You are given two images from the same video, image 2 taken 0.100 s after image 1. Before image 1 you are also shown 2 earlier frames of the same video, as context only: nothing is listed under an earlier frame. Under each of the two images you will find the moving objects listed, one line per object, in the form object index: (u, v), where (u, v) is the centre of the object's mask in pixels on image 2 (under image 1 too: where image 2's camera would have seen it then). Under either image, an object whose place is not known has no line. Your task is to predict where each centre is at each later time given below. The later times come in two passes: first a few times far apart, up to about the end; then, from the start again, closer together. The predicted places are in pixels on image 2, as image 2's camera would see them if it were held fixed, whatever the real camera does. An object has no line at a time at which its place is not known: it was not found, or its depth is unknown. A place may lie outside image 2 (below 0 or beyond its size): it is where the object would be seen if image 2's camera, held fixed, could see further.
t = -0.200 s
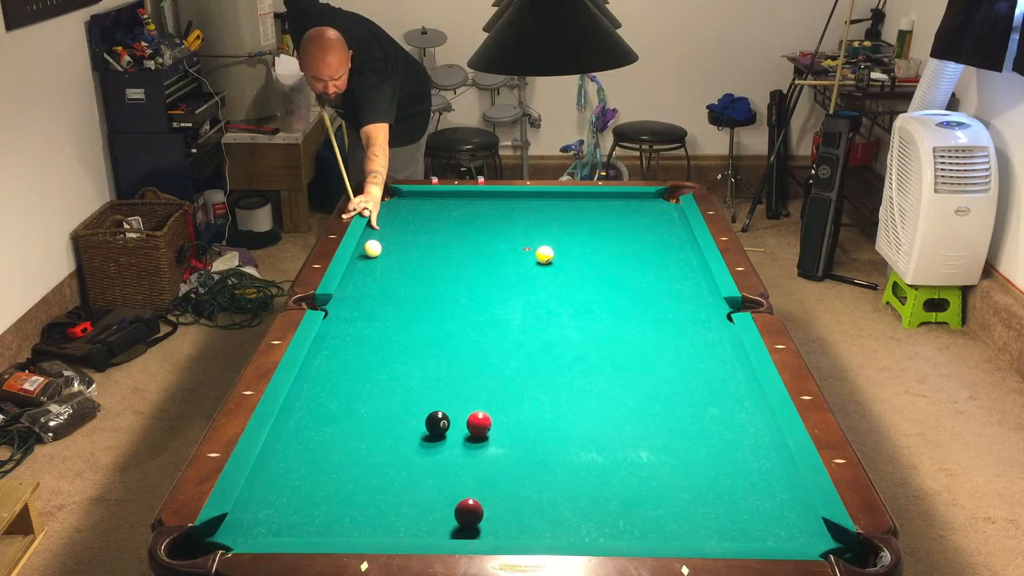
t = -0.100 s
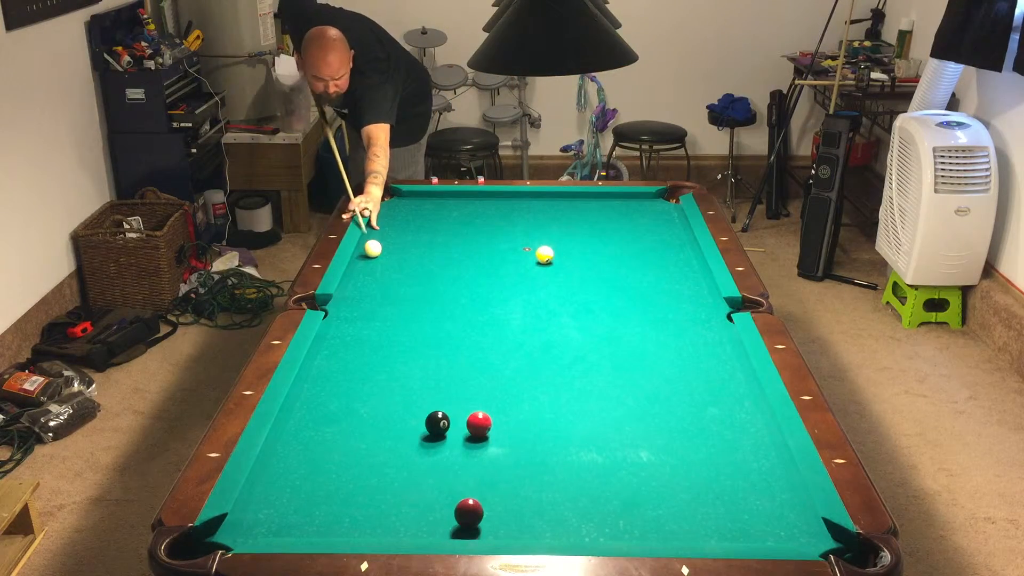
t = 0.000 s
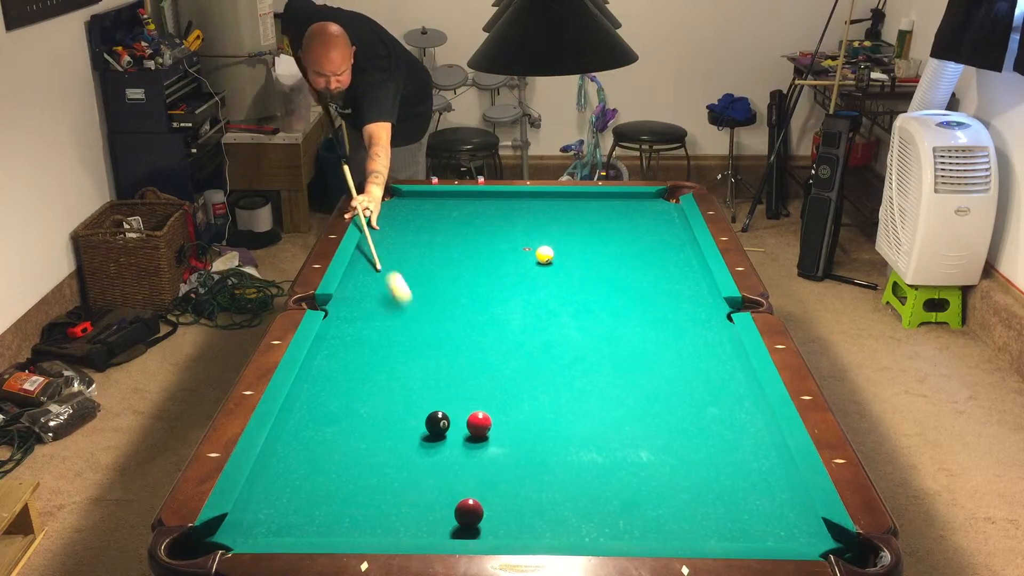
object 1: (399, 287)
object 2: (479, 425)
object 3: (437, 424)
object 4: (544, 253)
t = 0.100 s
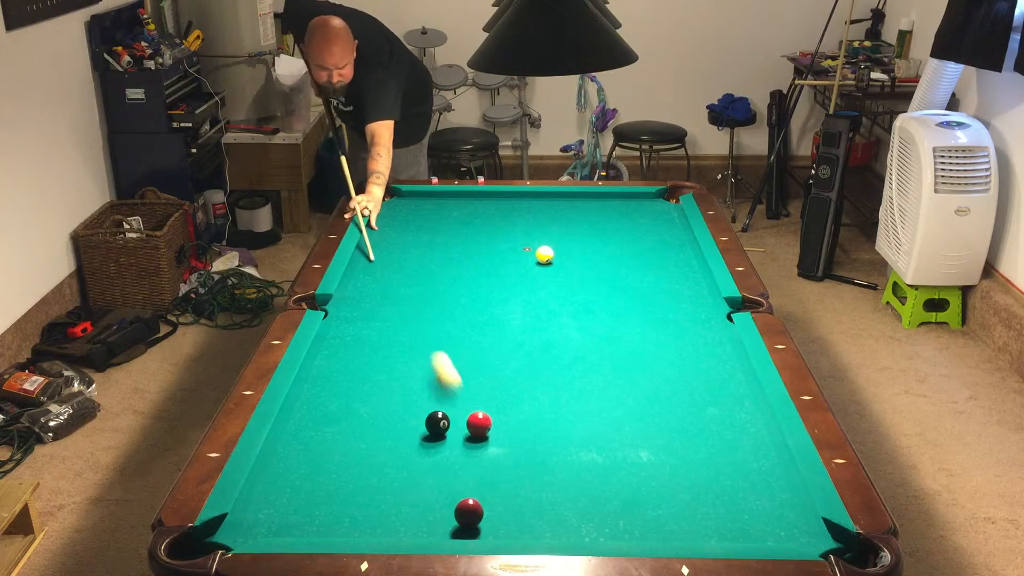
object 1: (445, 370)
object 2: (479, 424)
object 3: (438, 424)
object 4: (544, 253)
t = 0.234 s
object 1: (459, 415)
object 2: (591, 521)
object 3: (410, 433)
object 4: (544, 253)
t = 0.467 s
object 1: (446, 394)
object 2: (688, 414)
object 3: (335, 460)
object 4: (544, 253)
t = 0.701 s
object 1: (433, 373)
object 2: (721, 334)
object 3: (256, 489)
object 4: (544, 253)
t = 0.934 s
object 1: (422, 354)
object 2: (657, 278)
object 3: (286, 511)
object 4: (544, 253)
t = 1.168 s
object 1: (413, 337)
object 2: (608, 236)
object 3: (319, 527)
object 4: (544, 253)
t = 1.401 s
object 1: (405, 322)
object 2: (569, 201)
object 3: (358, 523)
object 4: (544, 253)
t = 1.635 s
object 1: (398, 309)
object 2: (516, 209)
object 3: (395, 511)
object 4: (544, 253)
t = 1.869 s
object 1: (392, 297)
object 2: (455, 228)
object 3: (429, 502)
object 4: (544, 253)
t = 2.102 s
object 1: (388, 286)
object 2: (387, 249)
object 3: (459, 490)
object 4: (544, 253)
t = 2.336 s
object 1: (383, 278)
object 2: (378, 266)
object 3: (487, 484)
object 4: (544, 253)
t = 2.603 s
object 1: (380, 293)
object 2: (414, 265)
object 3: (516, 475)
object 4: (544, 253)
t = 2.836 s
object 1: (377, 305)
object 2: (442, 262)
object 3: (538, 468)
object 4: (544, 253)
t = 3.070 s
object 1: (374, 317)
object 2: (467, 259)
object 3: (558, 463)
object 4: (544, 253)
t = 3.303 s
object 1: (373, 329)
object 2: (491, 257)
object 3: (576, 457)
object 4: (544, 253)
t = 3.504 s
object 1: (372, 339)
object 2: (510, 255)
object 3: (589, 453)
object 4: (544, 253)
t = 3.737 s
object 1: (371, 350)
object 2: (529, 252)
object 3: (603, 449)
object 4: (545, 253)
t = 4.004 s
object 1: (371, 363)
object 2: (539, 247)
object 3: (616, 445)
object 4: (552, 256)
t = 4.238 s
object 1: (371, 374)
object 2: (547, 244)
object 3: (626, 442)
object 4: (556, 256)
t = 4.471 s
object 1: (371, 384)
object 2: (554, 241)
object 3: (634, 440)
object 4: (560, 257)
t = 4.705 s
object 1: (371, 393)
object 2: (560, 239)
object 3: (640, 438)
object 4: (562, 257)
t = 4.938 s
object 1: (372, 401)
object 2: (566, 237)
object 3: (644, 437)
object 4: (563, 257)
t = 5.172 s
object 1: (372, 408)
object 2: (570, 236)
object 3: (647, 436)
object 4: (563, 257)
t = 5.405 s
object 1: (374, 414)
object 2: (573, 235)
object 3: (647, 436)
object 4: (563, 257)
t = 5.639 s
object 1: (375, 419)
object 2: (576, 235)
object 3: (647, 436)
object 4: (563, 257)
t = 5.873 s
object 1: (376, 422)
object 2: (576, 234)
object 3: (647, 436)
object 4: (563, 257)
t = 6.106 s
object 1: (377, 424)
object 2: (576, 234)
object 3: (647, 436)
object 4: (563, 257)
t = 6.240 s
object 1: (377, 425)
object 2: (576, 234)
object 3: (647, 436)
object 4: (563, 257)
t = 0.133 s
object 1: (462, 401)
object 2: (479, 424)
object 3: (438, 424)
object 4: (544, 253)
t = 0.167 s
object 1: (460, 416)
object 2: (509, 446)
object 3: (434, 424)
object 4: (544, 253)
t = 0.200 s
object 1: (460, 416)
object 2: (548, 483)
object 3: (422, 428)
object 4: (544, 253)
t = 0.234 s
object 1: (459, 415)
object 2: (591, 521)
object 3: (410, 433)
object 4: (544, 253)
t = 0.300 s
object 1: (456, 411)
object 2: (634, 499)
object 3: (389, 441)
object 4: (544, 253)
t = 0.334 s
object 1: (454, 408)
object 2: (647, 479)
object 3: (378, 445)
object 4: (544, 253)
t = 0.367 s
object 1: (452, 404)
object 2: (659, 460)
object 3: (367, 449)
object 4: (544, 253)
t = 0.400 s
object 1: (450, 401)
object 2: (669, 443)
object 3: (357, 453)
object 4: (544, 253)
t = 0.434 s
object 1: (448, 398)
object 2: (679, 428)
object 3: (346, 456)
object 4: (544, 253)
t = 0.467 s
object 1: (446, 394)
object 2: (688, 414)
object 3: (335, 460)
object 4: (544, 253)
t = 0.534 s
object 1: (442, 388)
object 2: (704, 388)
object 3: (313, 468)
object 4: (544, 253)
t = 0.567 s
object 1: (440, 385)
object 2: (711, 376)
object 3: (302, 472)
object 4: (544, 253)
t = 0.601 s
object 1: (438, 381)
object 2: (719, 365)
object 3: (291, 476)
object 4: (544, 253)
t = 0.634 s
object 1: (437, 378)
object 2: (726, 354)
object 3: (279, 481)
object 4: (544, 253)
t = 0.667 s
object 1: (435, 375)
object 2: (731, 344)
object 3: (267, 485)
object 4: (544, 253)
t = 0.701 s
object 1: (433, 373)
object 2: (721, 334)
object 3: (256, 489)
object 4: (544, 253)
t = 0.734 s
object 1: (432, 370)
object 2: (711, 325)
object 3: (258, 492)
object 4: (544, 253)
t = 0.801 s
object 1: (428, 364)
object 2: (691, 308)
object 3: (267, 498)
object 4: (544, 253)
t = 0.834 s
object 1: (427, 362)
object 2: (682, 300)
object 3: (272, 502)
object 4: (544, 253)
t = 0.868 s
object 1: (425, 359)
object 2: (674, 293)
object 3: (277, 504)
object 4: (544, 253)
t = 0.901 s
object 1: (424, 356)
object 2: (665, 286)
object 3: (281, 508)
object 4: (544, 253)
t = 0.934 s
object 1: (422, 354)
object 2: (657, 278)
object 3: (286, 511)
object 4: (544, 253)
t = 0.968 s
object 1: (421, 351)
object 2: (650, 272)
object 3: (290, 514)
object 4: (544, 253)
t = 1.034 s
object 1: (418, 346)
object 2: (635, 258)
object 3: (300, 519)
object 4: (544, 253)
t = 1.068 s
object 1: (417, 344)
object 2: (628, 253)
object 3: (305, 522)
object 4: (544, 253)
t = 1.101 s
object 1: (416, 341)
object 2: (621, 247)
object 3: (309, 524)
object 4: (544, 253)
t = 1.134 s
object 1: (414, 339)
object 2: (615, 241)
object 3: (314, 526)
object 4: (544, 253)
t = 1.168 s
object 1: (413, 337)
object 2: (608, 236)
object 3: (319, 527)
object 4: (544, 253)
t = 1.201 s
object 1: (412, 334)
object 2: (602, 230)
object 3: (324, 529)
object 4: (544, 253)
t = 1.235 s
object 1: (411, 332)
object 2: (597, 225)
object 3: (330, 528)
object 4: (544, 253)
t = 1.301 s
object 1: (408, 328)
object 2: (585, 215)
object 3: (341, 526)
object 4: (544, 253)
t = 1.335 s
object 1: (407, 326)
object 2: (579, 210)
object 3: (347, 525)
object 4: (544, 253)
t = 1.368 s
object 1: (406, 324)
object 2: (574, 205)
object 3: (353, 524)
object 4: (544, 253)
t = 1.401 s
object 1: (405, 322)
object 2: (569, 201)
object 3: (358, 523)
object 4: (544, 253)
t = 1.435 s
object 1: (404, 320)
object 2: (564, 196)
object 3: (364, 522)
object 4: (544, 253)
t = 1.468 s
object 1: (403, 318)
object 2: (558, 196)
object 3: (369, 520)
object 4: (544, 253)
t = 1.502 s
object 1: (402, 316)
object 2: (549, 199)
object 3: (375, 517)
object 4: (544, 254)
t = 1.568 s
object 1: (400, 312)
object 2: (533, 204)
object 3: (385, 514)
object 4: (544, 254)
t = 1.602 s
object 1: (399, 310)
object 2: (525, 206)
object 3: (390, 513)
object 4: (544, 253)
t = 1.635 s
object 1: (398, 309)
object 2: (516, 209)
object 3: (395, 511)
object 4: (544, 253)
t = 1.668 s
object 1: (397, 307)
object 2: (508, 211)
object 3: (400, 510)
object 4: (544, 253)
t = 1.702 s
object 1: (397, 305)
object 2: (499, 214)
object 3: (405, 509)
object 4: (544, 253)
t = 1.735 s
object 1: (396, 304)
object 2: (491, 217)
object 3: (410, 508)
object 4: (544, 253)
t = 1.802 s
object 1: (394, 300)
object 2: (473, 222)
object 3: (420, 504)
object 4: (544, 253)
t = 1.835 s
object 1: (393, 299)
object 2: (464, 225)
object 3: (424, 503)
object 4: (544, 253)
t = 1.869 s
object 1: (392, 297)
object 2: (455, 228)
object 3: (429, 502)
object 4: (544, 253)
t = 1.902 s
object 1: (392, 295)
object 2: (446, 231)
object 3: (433, 500)
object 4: (544, 253)
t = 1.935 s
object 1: (391, 294)
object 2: (436, 234)
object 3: (438, 499)
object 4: (544, 254)
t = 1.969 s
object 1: (390, 292)
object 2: (426, 237)
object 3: (442, 497)
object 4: (544, 253)
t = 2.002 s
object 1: (390, 291)
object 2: (417, 240)
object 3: (447, 496)
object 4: (544, 254)
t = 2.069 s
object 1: (388, 288)
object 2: (397, 246)
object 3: (455, 492)
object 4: (544, 253)
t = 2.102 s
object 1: (388, 286)
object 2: (387, 249)
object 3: (459, 490)
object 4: (544, 253)
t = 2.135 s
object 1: (387, 285)
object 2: (377, 252)
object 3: (463, 489)
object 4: (544, 253)
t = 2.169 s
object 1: (386, 284)
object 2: (367, 256)
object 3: (468, 487)
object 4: (544, 253)
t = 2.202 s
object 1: (386, 283)
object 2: (360, 259)
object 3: (472, 487)
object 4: (544, 253)
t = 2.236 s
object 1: (385, 281)
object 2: (366, 262)
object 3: (476, 486)
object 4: (544, 253)
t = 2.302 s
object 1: (384, 279)
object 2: (374, 266)
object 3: (484, 485)
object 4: (544, 253)
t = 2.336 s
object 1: (383, 278)
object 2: (378, 266)
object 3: (487, 484)
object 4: (544, 253)
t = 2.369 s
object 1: (383, 279)
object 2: (385, 266)
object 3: (491, 482)
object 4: (544, 253)
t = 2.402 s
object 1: (382, 282)
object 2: (390, 267)
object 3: (495, 481)
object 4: (544, 253)
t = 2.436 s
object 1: (382, 284)
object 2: (393, 268)
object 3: (498, 480)
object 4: (544, 253)
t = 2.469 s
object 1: (381, 286)
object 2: (398, 267)
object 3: (502, 479)
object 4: (544, 253)
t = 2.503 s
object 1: (381, 287)
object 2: (402, 266)
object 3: (506, 478)
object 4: (544, 253)
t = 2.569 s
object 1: (380, 291)
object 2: (410, 266)
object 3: (513, 476)
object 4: (544, 253)
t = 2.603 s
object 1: (380, 293)
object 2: (414, 265)
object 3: (516, 475)
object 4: (544, 253)
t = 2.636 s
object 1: (379, 294)
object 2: (418, 265)
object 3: (519, 474)
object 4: (544, 253)
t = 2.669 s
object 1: (379, 296)
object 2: (422, 264)
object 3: (523, 473)
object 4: (544, 253)
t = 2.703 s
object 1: (379, 298)
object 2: (426, 264)
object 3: (526, 472)
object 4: (544, 253)
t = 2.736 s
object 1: (378, 300)
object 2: (430, 263)
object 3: (529, 471)
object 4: (544, 253)
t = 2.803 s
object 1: (377, 303)
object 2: (438, 262)
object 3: (535, 469)
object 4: (544, 253)
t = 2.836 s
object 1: (377, 305)
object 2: (442, 262)
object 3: (538, 468)
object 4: (544, 253)
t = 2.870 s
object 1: (377, 307)
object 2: (445, 262)
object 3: (541, 468)
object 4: (544, 253)
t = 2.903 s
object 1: (376, 308)
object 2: (449, 261)
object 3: (544, 467)
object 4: (544, 253)
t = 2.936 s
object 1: (376, 310)
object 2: (453, 261)
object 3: (547, 466)
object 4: (544, 253)
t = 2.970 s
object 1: (375, 312)
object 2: (456, 260)
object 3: (550, 465)
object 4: (544, 253)
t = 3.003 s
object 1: (375, 313)
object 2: (460, 260)
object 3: (552, 464)
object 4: (544, 253)
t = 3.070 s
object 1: (374, 317)
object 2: (467, 259)
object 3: (558, 463)
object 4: (544, 253)
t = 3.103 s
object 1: (374, 318)
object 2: (471, 259)
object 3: (561, 462)
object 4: (544, 253)
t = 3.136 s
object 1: (374, 320)
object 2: (474, 258)
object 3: (563, 461)
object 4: (544, 253)
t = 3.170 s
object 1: (373, 322)
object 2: (478, 258)
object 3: (566, 460)
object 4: (544, 253)
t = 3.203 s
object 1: (373, 324)
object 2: (481, 258)
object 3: (568, 459)
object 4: (544, 253)
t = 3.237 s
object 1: (373, 325)
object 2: (484, 257)
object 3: (571, 458)
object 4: (544, 253)
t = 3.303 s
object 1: (373, 329)
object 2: (491, 257)
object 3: (576, 457)
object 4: (544, 253)
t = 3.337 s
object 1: (372, 330)
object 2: (494, 256)
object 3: (578, 456)
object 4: (544, 253)
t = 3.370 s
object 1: (372, 332)
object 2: (497, 256)
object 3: (580, 456)
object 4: (544, 253)
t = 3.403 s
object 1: (372, 334)
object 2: (500, 256)
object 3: (583, 455)
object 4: (544, 253)
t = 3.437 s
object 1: (372, 336)
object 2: (503, 256)
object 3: (585, 454)
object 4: (544, 253)
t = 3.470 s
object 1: (372, 337)
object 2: (507, 255)
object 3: (587, 454)
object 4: (544, 253)
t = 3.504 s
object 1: (372, 339)
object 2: (510, 255)
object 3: (589, 453)
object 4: (544, 253)
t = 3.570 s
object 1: (371, 342)
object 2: (515, 254)
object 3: (594, 452)
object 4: (544, 253)
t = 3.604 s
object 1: (371, 344)
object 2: (519, 253)
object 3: (596, 451)
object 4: (544, 253)
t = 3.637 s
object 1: (371, 345)
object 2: (521, 253)
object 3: (598, 451)
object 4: (544, 253)
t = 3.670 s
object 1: (371, 347)
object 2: (524, 253)
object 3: (599, 450)
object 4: (544, 253)
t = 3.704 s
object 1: (371, 349)
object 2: (527, 252)
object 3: (601, 450)
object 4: (544, 253)
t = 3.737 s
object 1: (371, 350)
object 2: (529, 252)
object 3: (603, 449)
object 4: (545, 253)
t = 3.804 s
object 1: (371, 354)
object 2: (531, 250)
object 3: (607, 448)
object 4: (547, 254)
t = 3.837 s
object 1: (371, 355)
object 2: (532, 250)
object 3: (608, 447)
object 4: (548, 254)
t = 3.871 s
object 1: (371, 357)
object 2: (534, 249)
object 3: (610, 447)
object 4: (549, 254)
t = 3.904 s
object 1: (371, 358)
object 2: (535, 248)
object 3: (612, 446)
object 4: (549, 255)
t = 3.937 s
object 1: (371, 360)
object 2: (536, 248)
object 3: (613, 446)
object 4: (550, 255)
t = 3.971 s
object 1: (371, 362)
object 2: (538, 247)
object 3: (615, 445)
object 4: (551, 255)
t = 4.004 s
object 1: (371, 363)
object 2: (539, 247)
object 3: (616, 445)
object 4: (552, 256)
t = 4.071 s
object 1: (371, 366)
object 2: (541, 246)
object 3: (619, 444)
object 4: (553, 256)
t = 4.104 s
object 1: (371, 368)
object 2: (543, 245)
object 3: (621, 443)
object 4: (554, 256)
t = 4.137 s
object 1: (371, 369)
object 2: (544, 245)
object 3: (622, 443)
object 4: (555, 256)
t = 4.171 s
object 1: (371, 371)
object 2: (545, 245)
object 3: (624, 442)
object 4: (555, 256)
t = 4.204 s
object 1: (371, 372)
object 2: (546, 244)
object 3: (625, 442)
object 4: (556, 256)
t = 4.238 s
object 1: (371, 374)
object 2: (547, 244)
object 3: (626, 442)
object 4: (556, 256)
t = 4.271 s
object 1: (371, 375)
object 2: (548, 243)
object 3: (627, 441)
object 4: (557, 256)
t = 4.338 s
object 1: (371, 378)
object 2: (550, 242)
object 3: (630, 441)
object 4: (558, 257)
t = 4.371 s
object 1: (371, 380)
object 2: (551, 242)
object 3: (631, 440)
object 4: (558, 257)
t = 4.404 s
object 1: (371, 381)
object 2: (552, 241)
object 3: (632, 440)
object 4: (559, 257)
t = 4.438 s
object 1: (371, 382)
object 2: (553, 241)
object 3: (633, 440)
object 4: (559, 257)
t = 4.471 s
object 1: (371, 384)
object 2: (554, 241)
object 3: (634, 440)
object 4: (560, 257)
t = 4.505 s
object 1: (371, 385)
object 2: (555, 241)
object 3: (635, 439)
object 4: (560, 257)
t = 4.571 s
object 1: (371, 388)
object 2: (557, 240)
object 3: (637, 439)
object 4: (561, 257)
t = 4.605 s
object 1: (371, 389)
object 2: (558, 240)
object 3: (637, 438)
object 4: (561, 257)
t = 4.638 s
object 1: (371, 390)
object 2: (559, 239)
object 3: (638, 438)
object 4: (561, 257)
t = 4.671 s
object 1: (371, 391)
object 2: (560, 239)
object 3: (639, 437)
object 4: (562, 257)
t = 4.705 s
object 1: (371, 393)
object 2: (560, 239)
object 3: (640, 438)
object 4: (562, 257)
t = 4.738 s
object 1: (371, 394)
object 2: (561, 239)
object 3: (641, 437)
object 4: (562, 257)
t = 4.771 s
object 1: (371, 395)
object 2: (562, 239)
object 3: (641, 437)
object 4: (562, 257)
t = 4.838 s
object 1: (371, 397)
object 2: (564, 238)
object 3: (642, 437)
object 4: (562, 257)
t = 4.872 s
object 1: (372, 398)
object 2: (564, 238)
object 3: (643, 436)
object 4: (562, 257)
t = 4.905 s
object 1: (372, 400)
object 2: (565, 237)
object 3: (643, 437)
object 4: (562, 257)
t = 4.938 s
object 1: (372, 401)
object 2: (566, 237)
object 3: (644, 437)
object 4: (563, 257)
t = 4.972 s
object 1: (372, 402)
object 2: (566, 237)
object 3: (644, 436)
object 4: (563, 257)
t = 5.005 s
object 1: (372, 403)
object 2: (567, 237)
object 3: (645, 436)
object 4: (563, 256)
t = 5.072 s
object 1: (372, 405)
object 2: (568, 236)
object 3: (646, 436)
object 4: (563, 257)
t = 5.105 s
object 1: (372, 406)
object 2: (569, 236)
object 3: (646, 436)
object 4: (563, 257)
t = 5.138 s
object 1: (372, 407)
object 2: (569, 236)
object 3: (646, 436)
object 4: (563, 257)
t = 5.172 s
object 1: (372, 408)
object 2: (570, 236)
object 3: (647, 436)
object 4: (563, 257)
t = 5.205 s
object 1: (373, 409)
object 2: (571, 236)
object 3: (647, 436)
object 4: (563, 257)
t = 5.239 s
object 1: (373, 410)
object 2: (571, 235)
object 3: (647, 436)
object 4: (563, 257)
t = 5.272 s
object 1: (373, 411)
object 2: (572, 235)
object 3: (647, 436)
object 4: (563, 257)
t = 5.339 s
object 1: (373, 412)
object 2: (573, 235)
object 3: (647, 436)
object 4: (563, 257)
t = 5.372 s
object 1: (373, 413)
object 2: (573, 235)
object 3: (647, 436)
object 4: (563, 257)
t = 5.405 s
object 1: (374, 414)
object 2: (573, 235)
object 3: (647, 436)
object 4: (563, 257)
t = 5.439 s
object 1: (374, 415)
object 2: (574, 235)
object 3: (647, 436)
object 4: (563, 257)
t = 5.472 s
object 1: (374, 415)
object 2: (574, 235)
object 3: (647, 436)
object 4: (563, 257)
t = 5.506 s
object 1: (374, 416)
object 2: (574, 235)
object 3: (647, 436)
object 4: (563, 257)
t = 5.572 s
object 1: (374, 417)
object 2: (575, 235)
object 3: (647, 436)
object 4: (563, 257)
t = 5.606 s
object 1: (375, 418)
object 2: (575, 235)
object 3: (647, 436)
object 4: (563, 257)
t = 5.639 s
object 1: (375, 419)
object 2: (576, 235)
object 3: (647, 436)
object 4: (563, 257)
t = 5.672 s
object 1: (375, 419)
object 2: (576, 234)
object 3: (647, 436)
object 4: (563, 257)
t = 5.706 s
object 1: (375, 420)
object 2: (576, 234)
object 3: (647, 436)
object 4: (563, 257)
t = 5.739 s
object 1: (376, 420)
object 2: (576, 234)
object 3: (647, 436)
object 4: (563, 257)
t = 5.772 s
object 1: (376, 421)
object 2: (576, 234)
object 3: (647, 436)
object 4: (563, 257)
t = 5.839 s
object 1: (376, 422)
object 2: (576, 234)
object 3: (647, 436)
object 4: (563, 257)
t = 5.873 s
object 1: (376, 422)
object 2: (576, 234)
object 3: (647, 436)
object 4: (563, 257)
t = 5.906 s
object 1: (376, 422)
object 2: (576, 234)
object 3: (647, 436)
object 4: (563, 257)
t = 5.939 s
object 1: (377, 423)
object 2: (576, 234)
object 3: (647, 436)
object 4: (563, 257)
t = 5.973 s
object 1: (377, 423)
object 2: (576, 234)
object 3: (647, 436)
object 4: (563, 257)
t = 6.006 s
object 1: (377, 424)
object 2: (576, 234)
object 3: (647, 436)
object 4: (563, 257)
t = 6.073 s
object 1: (377, 424)
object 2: (576, 234)
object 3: (647, 436)
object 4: (563, 257)
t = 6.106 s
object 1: (377, 424)
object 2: (576, 234)
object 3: (647, 436)
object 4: (563, 257)
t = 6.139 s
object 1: (377, 425)
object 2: (576, 234)
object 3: (647, 436)
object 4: (563, 257)
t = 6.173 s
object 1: (377, 425)
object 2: (576, 234)
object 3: (647, 436)
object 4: (563, 257)
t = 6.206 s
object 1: (377, 425)
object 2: (576, 234)
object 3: (647, 436)
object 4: (563, 257)
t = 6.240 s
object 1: (377, 425)
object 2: (576, 234)
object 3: (647, 436)
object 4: (563, 257)
